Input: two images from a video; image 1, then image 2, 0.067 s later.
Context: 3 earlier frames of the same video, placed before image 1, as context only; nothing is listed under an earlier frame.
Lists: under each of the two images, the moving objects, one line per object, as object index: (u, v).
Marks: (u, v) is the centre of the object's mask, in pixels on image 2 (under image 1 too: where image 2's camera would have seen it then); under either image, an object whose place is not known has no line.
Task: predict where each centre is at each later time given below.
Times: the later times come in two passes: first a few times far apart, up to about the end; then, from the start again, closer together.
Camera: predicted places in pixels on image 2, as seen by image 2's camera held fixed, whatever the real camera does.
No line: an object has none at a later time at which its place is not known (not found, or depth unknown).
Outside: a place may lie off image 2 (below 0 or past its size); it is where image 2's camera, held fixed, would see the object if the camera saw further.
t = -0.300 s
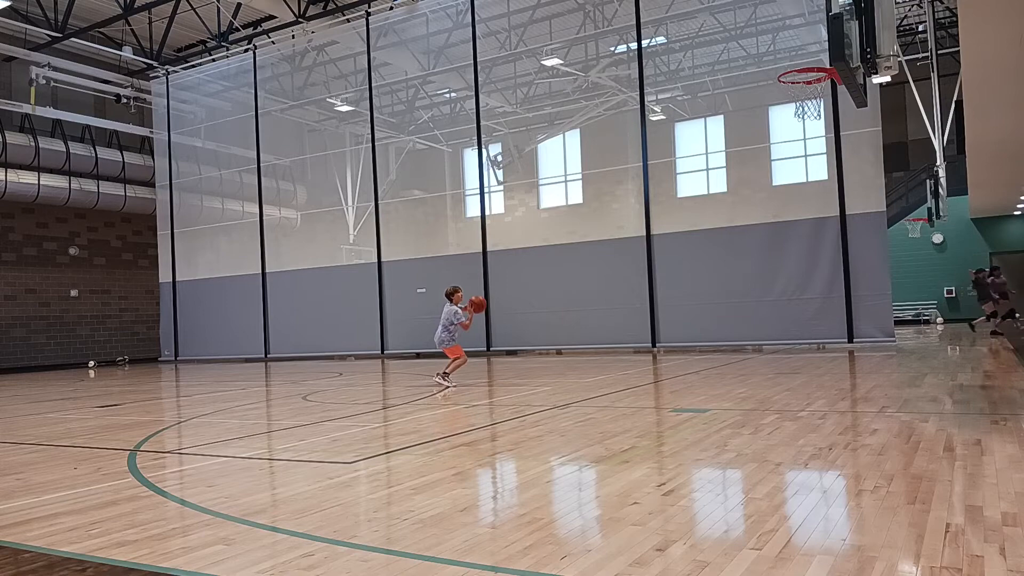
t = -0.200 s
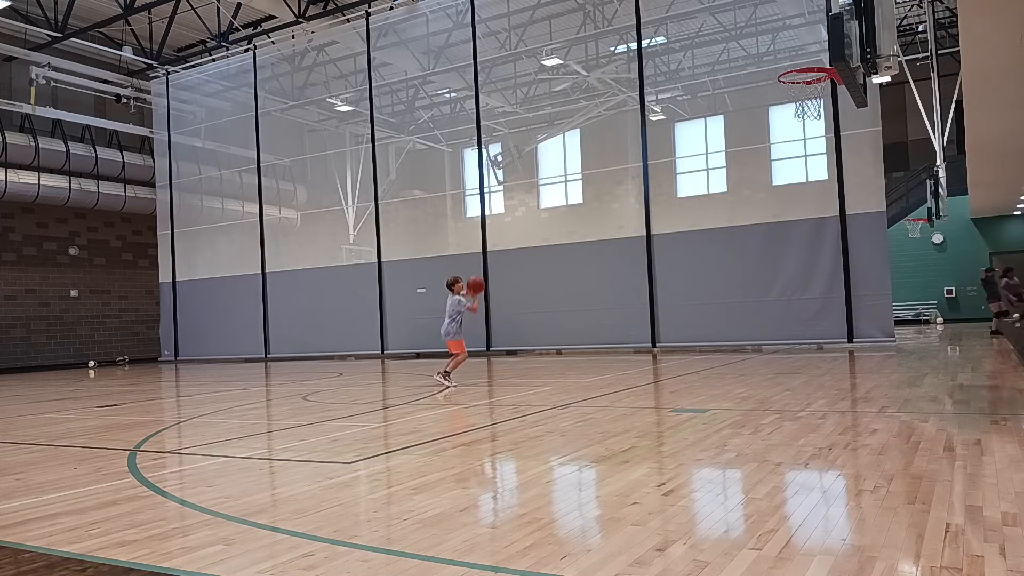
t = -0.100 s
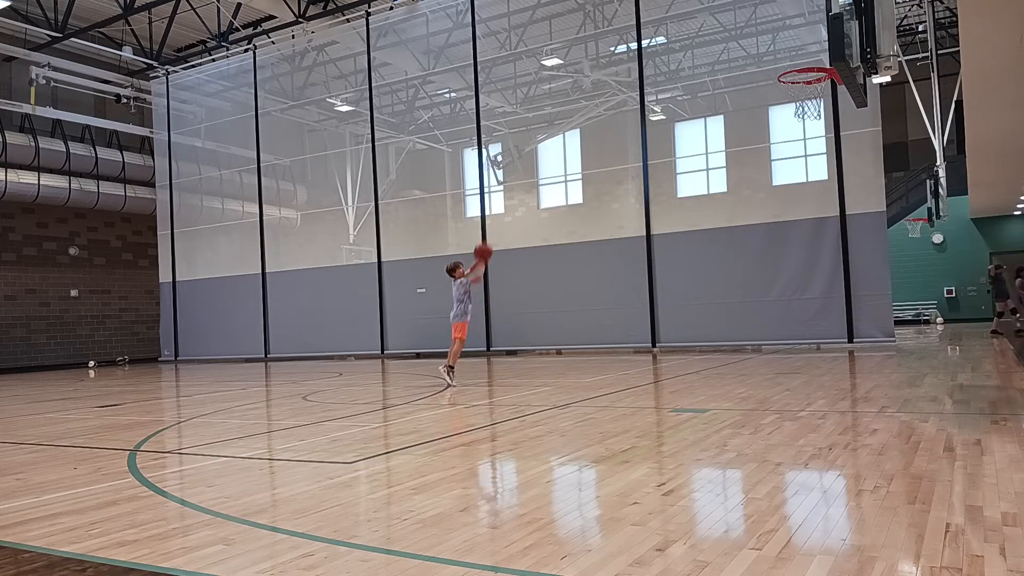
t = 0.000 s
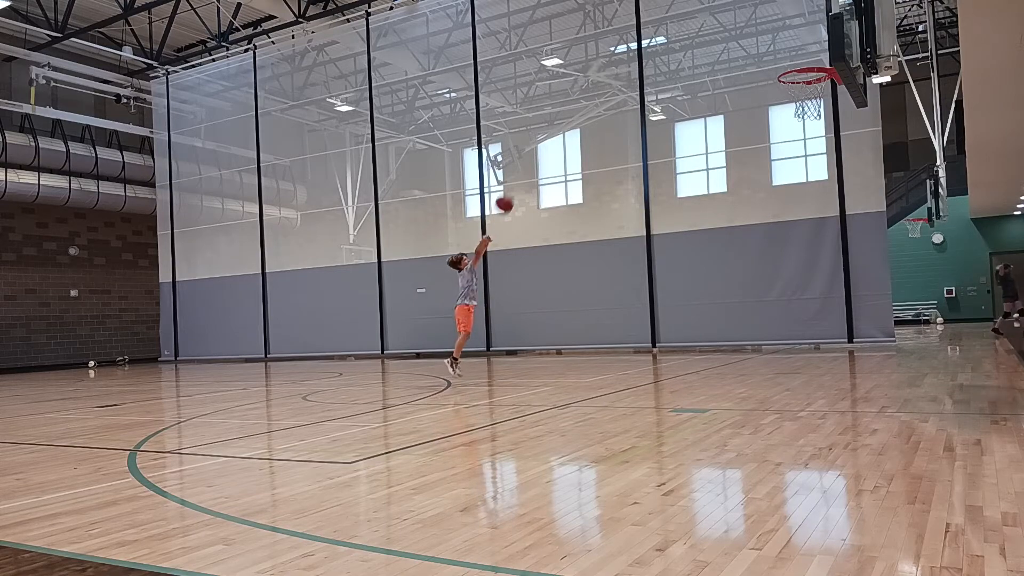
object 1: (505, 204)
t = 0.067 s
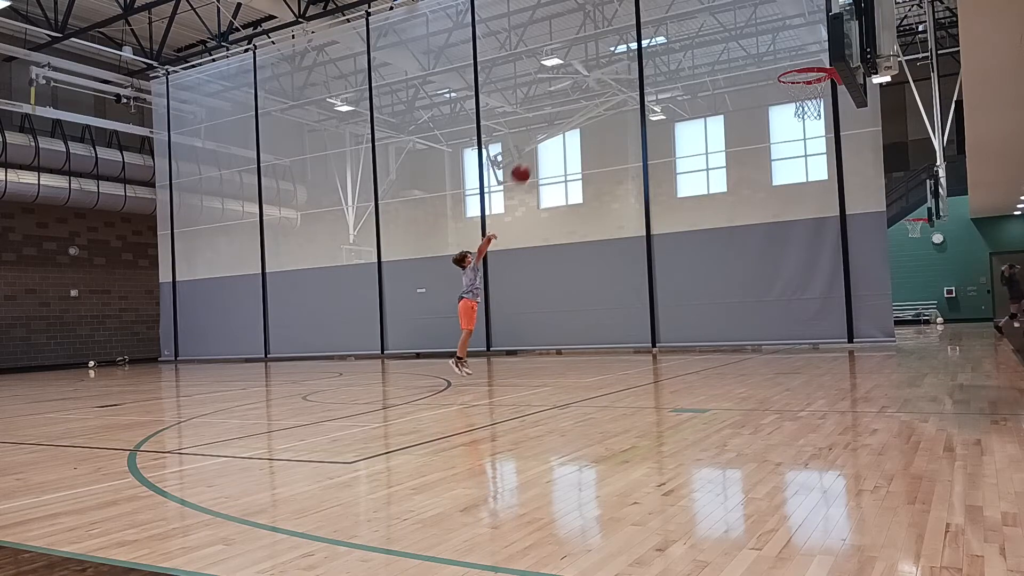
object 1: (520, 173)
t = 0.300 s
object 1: (583, 88)
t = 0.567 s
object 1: (664, 37)
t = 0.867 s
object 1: (772, 55)
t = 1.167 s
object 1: (796, 55)
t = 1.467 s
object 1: (766, 69)
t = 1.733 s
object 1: (743, 163)
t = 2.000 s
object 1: (723, 341)
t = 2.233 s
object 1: (701, 287)
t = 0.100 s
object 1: (529, 160)
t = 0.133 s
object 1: (537, 146)
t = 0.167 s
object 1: (546, 132)
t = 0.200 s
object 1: (555, 121)
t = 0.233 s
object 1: (564, 109)
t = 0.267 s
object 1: (573, 98)
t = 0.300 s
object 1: (583, 88)
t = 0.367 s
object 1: (602, 70)
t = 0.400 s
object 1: (612, 62)
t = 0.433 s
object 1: (622, 55)
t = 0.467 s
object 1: (633, 49)
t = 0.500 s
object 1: (643, 44)
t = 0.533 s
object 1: (654, 41)
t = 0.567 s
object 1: (664, 37)
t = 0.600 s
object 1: (676, 35)
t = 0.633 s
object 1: (687, 34)
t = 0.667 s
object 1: (699, 34)
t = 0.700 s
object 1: (710, 35)
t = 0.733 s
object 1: (722, 37)
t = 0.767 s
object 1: (734, 40)
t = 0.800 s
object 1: (747, 44)
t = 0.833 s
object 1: (760, 49)
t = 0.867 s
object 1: (772, 55)
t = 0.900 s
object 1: (785, 62)
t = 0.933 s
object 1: (798, 71)
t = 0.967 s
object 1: (806, 71)
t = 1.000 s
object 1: (814, 71)
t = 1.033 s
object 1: (816, 69)
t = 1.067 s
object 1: (811, 61)
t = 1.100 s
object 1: (805, 59)
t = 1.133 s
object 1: (800, 58)
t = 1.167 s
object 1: (796, 55)
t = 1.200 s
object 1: (793, 52)
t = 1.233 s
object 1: (789, 50)
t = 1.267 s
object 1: (786, 49)
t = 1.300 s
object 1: (782, 50)
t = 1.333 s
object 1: (779, 51)
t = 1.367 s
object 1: (776, 54)
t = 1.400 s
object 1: (773, 58)
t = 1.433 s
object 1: (769, 63)
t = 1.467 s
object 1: (766, 69)
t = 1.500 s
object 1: (763, 76)
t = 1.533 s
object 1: (760, 85)
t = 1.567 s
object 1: (757, 94)
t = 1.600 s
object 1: (754, 106)
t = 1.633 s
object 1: (752, 117)
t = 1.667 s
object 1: (749, 131)
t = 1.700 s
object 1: (746, 146)
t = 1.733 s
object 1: (743, 163)
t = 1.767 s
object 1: (740, 181)
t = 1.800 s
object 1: (737, 199)
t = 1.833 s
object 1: (735, 219)
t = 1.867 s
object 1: (732, 241)
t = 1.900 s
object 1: (730, 264)
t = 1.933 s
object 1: (727, 288)
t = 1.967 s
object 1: (725, 314)
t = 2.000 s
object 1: (723, 341)
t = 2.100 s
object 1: (715, 362)
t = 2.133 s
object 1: (711, 342)
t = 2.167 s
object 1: (708, 323)
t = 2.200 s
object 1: (704, 305)
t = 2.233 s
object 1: (701, 287)
